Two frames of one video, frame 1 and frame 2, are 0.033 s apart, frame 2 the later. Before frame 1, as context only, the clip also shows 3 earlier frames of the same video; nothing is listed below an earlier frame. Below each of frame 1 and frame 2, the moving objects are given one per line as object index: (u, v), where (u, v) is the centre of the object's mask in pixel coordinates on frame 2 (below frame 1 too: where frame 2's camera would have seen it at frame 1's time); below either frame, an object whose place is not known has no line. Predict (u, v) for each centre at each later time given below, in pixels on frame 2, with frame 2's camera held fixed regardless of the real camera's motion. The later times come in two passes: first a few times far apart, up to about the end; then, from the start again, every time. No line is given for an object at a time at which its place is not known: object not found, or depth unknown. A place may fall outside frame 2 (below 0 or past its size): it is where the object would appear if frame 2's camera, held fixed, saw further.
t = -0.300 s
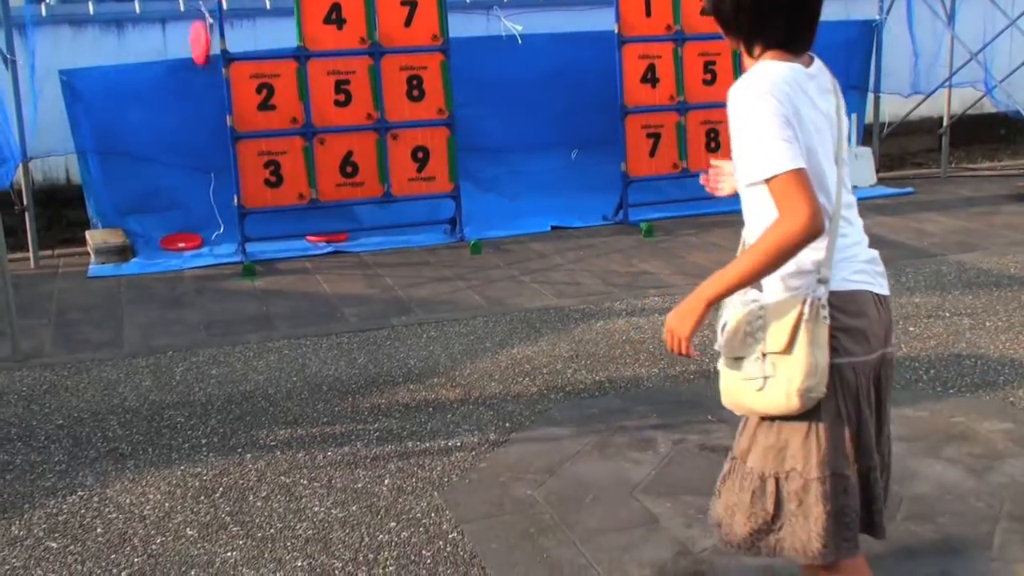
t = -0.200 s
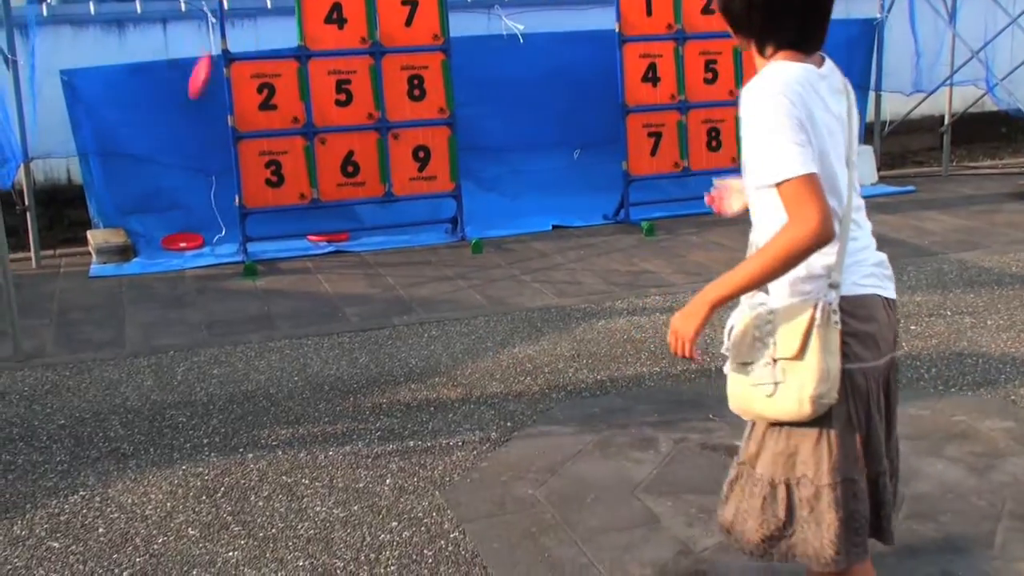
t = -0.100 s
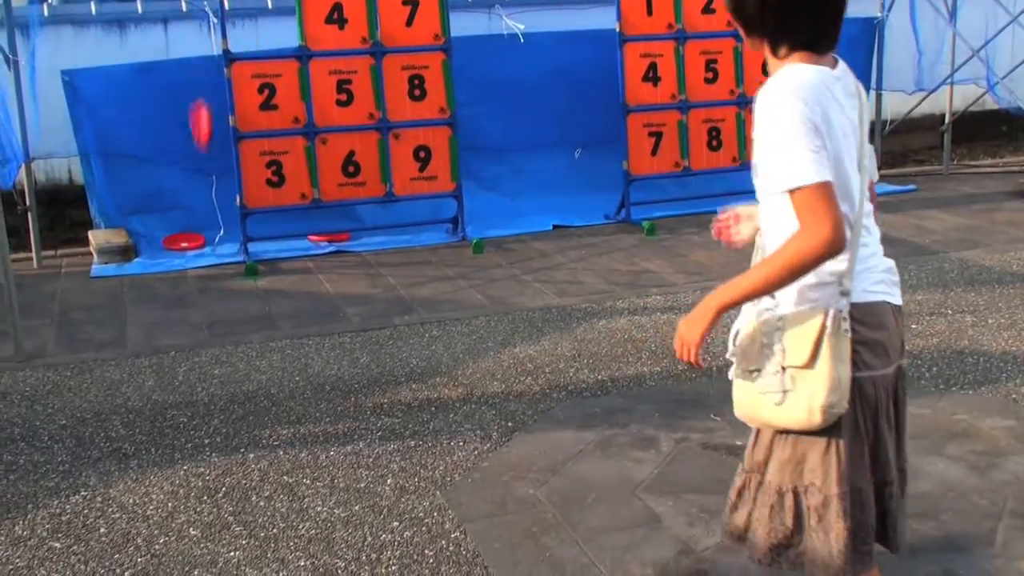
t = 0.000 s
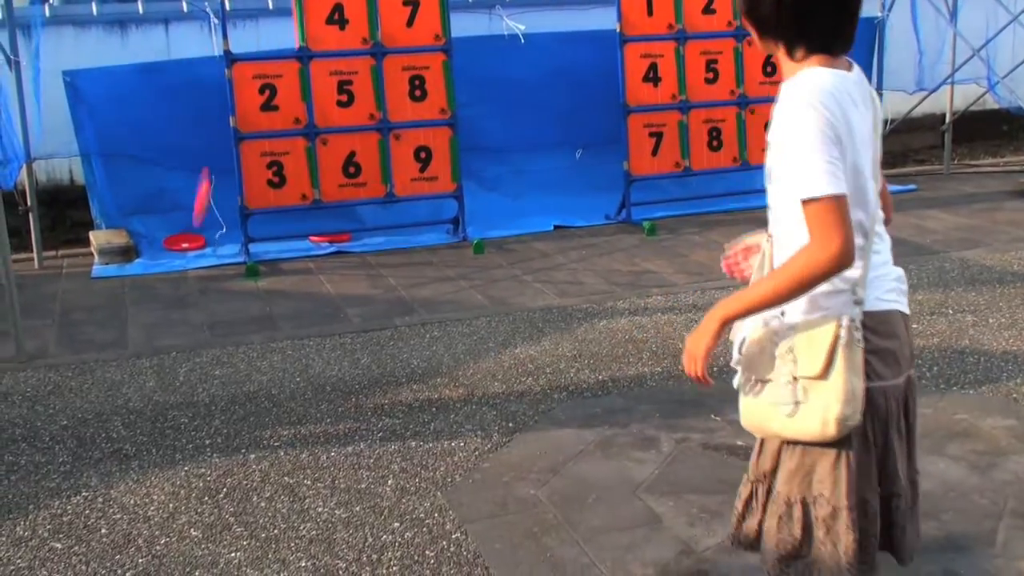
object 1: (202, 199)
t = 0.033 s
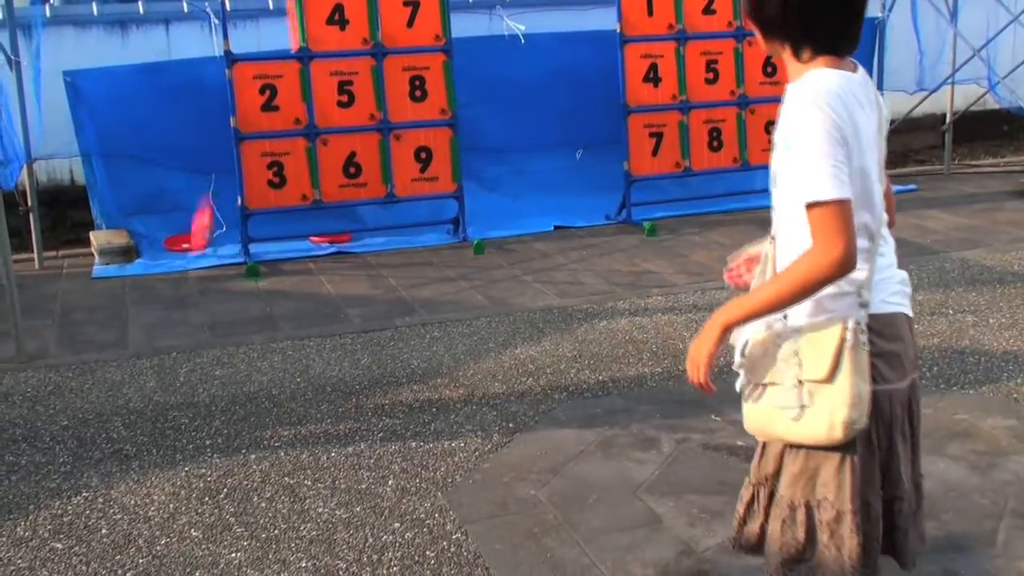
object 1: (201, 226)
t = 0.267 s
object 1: (207, 257)
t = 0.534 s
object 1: (223, 276)
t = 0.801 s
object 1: (233, 289)
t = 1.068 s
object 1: (232, 307)
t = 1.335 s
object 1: (230, 327)
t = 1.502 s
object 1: (228, 344)
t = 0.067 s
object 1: (201, 249)
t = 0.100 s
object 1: (200, 250)
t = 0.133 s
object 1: (200, 252)
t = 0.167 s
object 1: (201, 253)
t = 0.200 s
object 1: (203, 252)
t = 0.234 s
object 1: (206, 254)
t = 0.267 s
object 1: (207, 257)
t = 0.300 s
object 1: (209, 260)
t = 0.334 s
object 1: (212, 263)
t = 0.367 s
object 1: (215, 263)
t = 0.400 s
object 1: (217, 265)
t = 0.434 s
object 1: (220, 267)
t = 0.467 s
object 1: (220, 270)
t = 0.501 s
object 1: (222, 273)
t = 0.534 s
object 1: (223, 276)
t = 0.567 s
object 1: (225, 276)
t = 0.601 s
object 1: (226, 277)
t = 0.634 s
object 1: (227, 277)
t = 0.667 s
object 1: (229, 280)
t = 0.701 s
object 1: (231, 283)
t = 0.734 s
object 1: (231, 286)
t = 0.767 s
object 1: (232, 288)
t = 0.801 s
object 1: (233, 289)
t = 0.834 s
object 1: (233, 291)
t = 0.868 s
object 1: (233, 294)
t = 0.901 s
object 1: (233, 296)
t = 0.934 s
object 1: (232, 298)
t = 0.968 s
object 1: (232, 301)
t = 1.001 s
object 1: (232, 304)
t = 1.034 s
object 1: (232, 305)
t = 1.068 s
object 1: (232, 307)
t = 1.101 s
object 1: (232, 309)
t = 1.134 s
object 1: (231, 311)
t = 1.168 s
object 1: (231, 314)
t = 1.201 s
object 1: (230, 316)
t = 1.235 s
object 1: (230, 318)
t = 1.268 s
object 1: (230, 320)
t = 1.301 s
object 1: (230, 324)
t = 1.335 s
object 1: (230, 327)
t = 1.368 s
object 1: (229, 330)
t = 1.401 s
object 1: (228, 334)
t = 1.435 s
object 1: (228, 338)
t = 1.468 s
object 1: (228, 341)
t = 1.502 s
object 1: (228, 344)
